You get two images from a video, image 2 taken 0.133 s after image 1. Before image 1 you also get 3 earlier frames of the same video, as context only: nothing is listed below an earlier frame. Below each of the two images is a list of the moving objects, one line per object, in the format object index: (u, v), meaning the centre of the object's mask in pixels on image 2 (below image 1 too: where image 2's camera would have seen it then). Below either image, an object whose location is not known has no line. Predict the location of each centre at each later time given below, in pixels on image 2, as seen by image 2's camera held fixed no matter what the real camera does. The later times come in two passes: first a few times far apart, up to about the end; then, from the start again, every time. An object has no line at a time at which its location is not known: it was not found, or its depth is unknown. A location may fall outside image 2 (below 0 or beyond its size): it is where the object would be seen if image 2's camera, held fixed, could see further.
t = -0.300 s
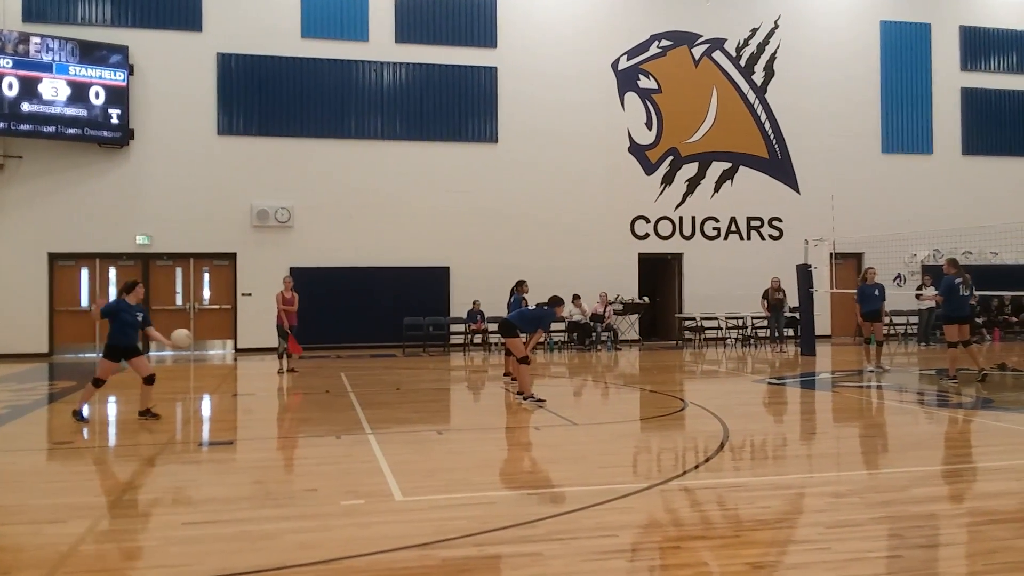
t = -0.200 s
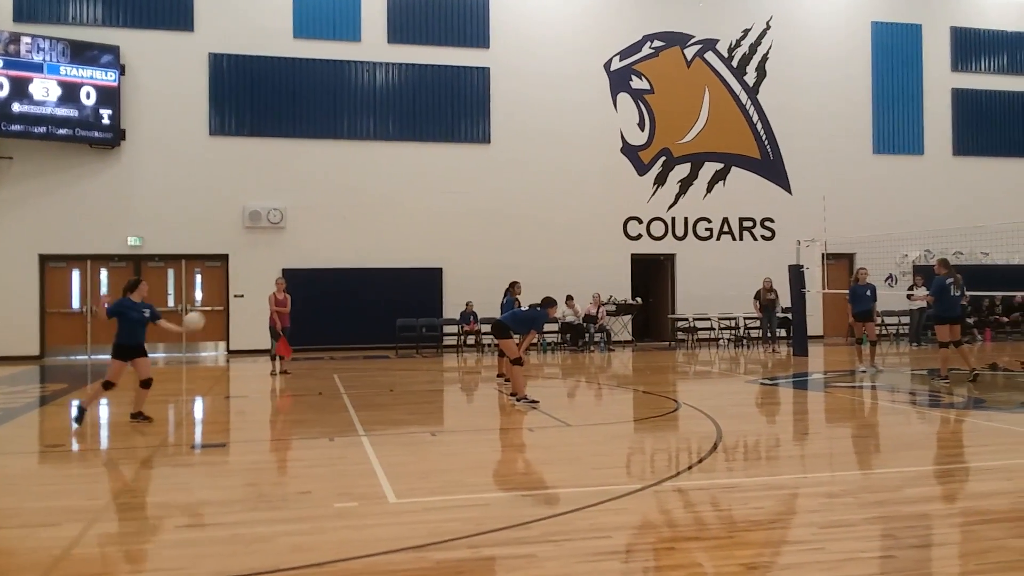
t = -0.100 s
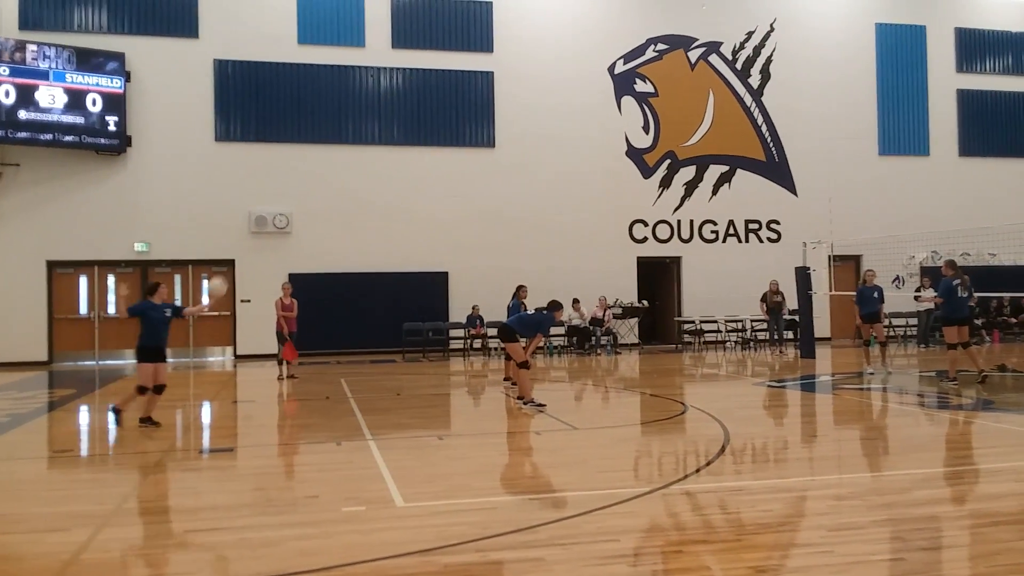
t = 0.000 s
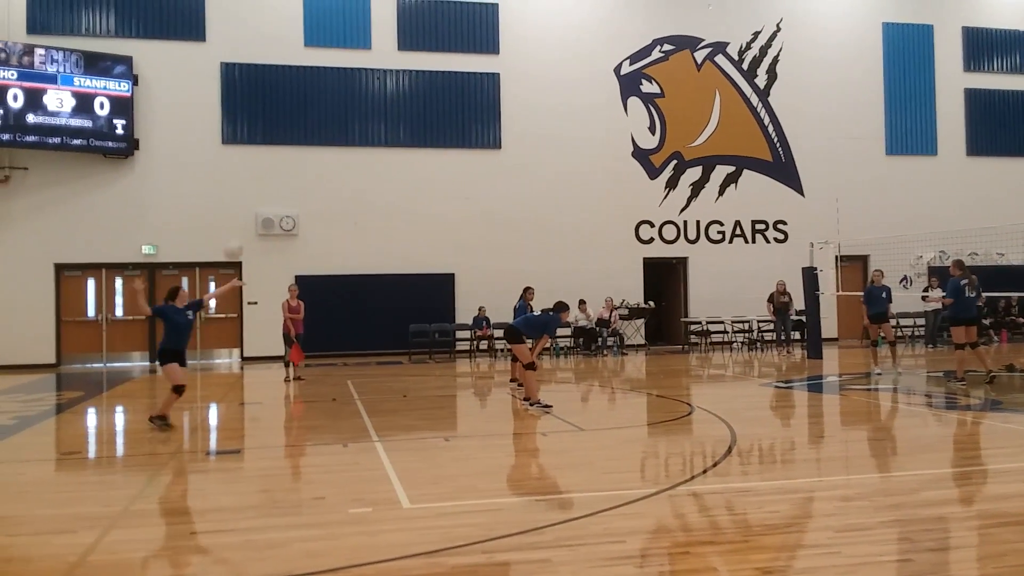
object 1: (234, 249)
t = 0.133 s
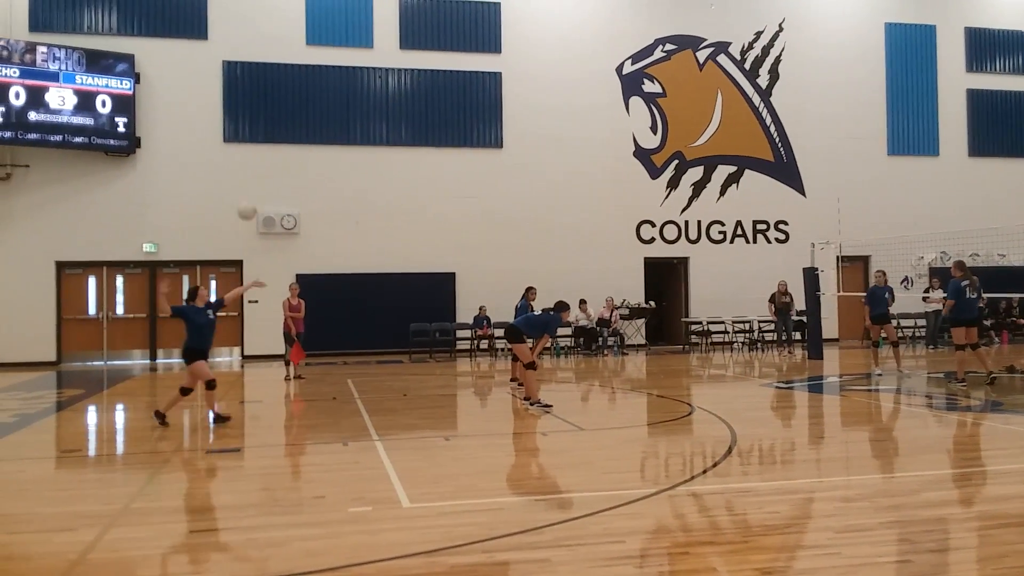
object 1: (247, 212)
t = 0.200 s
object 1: (253, 199)
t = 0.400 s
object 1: (272, 182)
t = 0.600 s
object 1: (288, 201)
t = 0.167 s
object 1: (250, 206)
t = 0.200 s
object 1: (253, 199)
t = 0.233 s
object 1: (256, 193)
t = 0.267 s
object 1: (259, 189)
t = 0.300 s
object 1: (262, 186)
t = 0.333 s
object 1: (265, 183)
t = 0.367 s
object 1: (268, 182)
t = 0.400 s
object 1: (272, 182)
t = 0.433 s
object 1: (274, 183)
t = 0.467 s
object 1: (277, 185)
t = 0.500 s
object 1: (280, 187)
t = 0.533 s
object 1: (283, 191)
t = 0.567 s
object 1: (285, 196)
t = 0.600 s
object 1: (288, 201)
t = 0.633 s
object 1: (291, 208)
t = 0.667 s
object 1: (293, 217)
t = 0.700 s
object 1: (297, 225)
